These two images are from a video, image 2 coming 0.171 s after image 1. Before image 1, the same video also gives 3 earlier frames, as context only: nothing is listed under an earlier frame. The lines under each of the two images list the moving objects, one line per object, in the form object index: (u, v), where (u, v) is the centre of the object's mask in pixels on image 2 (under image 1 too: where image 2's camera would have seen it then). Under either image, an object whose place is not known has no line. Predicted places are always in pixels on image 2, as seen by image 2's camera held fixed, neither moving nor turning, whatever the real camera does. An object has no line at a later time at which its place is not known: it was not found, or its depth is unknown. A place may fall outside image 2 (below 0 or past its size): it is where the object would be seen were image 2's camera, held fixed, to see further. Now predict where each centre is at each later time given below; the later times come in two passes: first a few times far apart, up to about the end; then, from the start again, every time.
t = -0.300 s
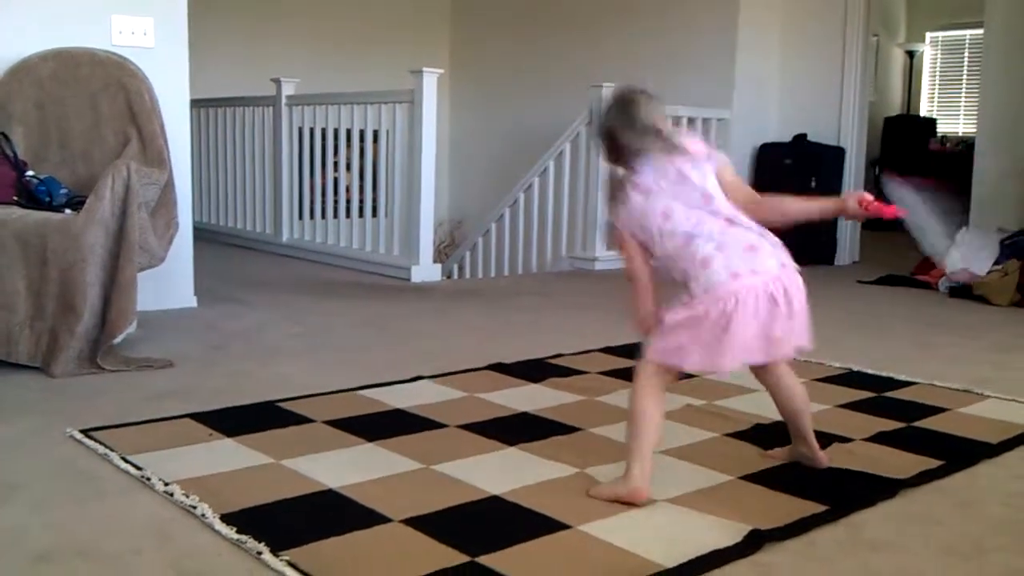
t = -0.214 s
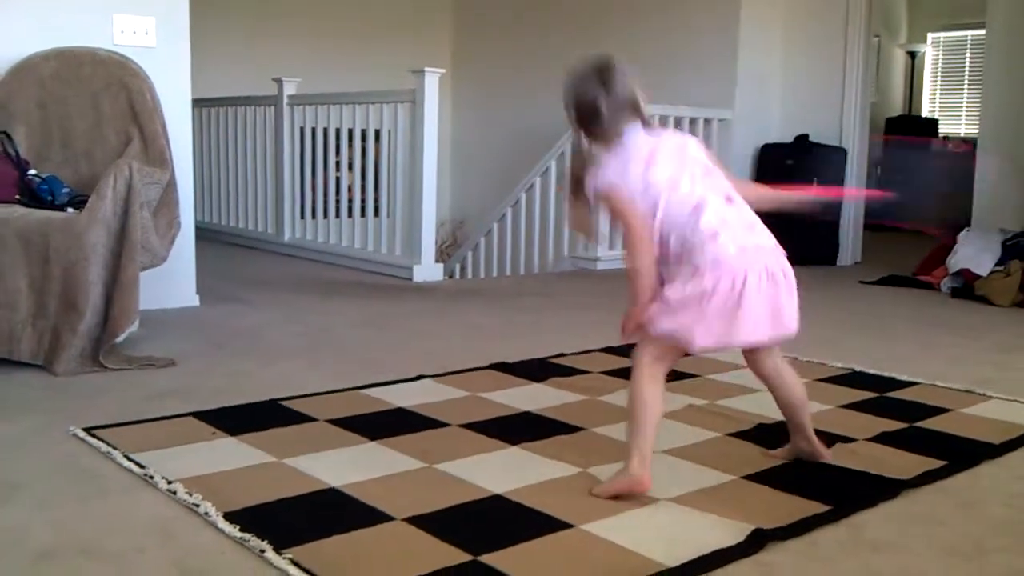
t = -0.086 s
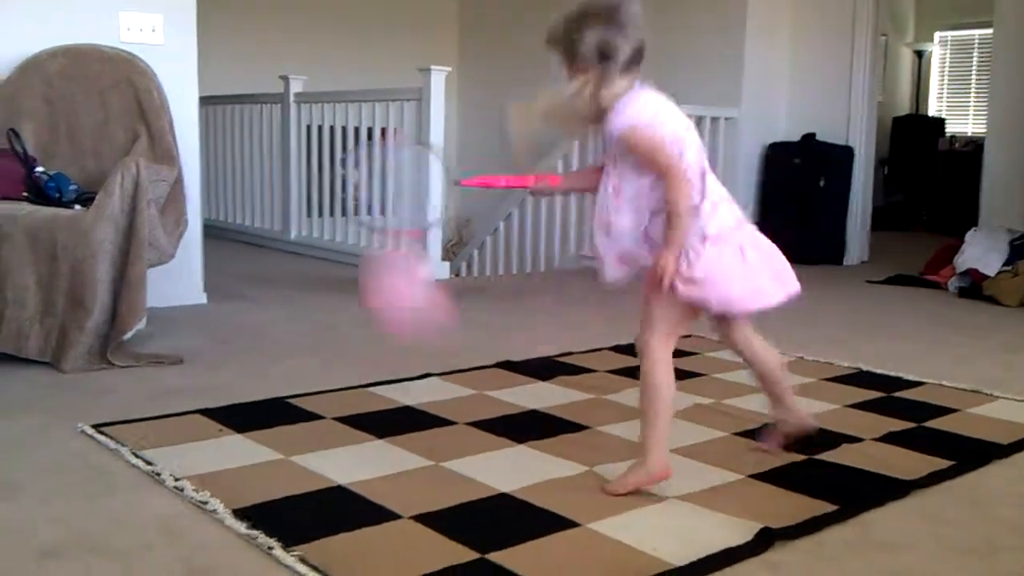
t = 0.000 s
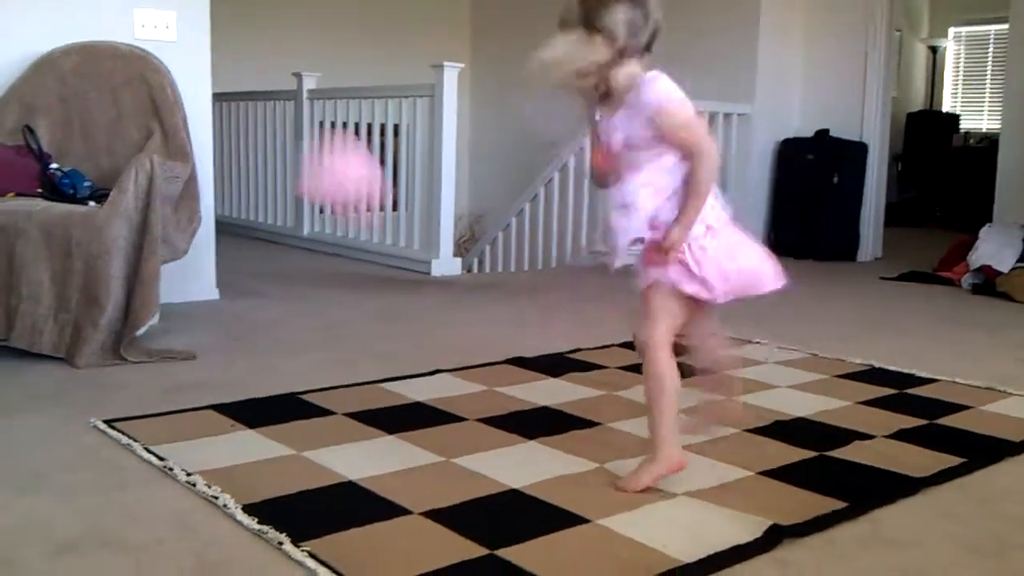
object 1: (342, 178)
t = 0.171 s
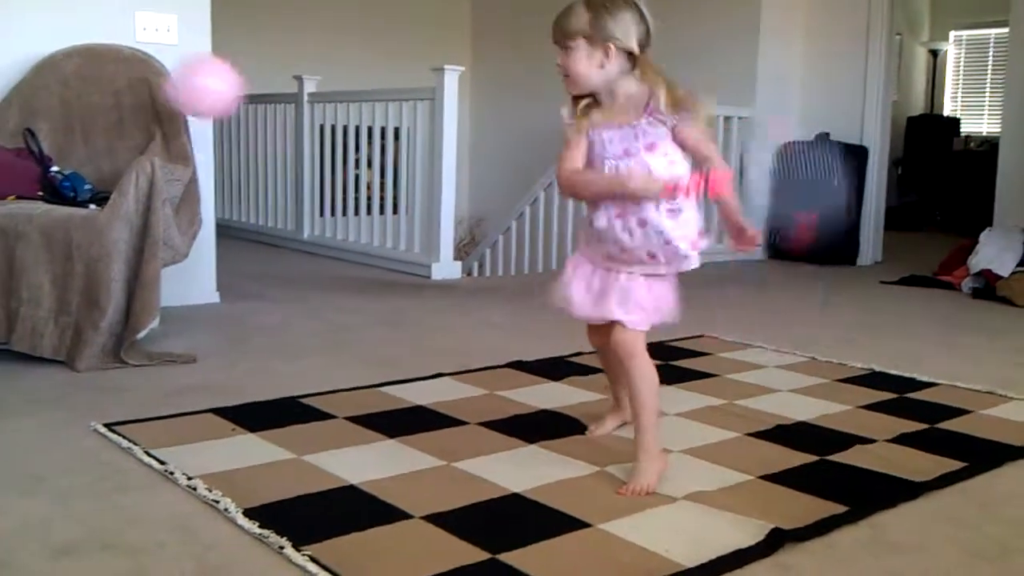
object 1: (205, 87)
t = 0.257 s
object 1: (161, 80)
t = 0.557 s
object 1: (76, 126)
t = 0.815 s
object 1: (61, 128)
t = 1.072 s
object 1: (61, 132)
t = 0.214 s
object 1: (182, 82)
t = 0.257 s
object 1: (161, 80)
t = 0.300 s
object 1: (143, 82)
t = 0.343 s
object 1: (131, 86)
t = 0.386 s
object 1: (117, 91)
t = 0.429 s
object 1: (105, 97)
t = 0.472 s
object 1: (95, 107)
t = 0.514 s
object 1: (86, 116)
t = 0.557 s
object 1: (76, 126)
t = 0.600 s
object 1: (68, 136)
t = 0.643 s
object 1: (68, 138)
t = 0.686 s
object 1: (70, 136)
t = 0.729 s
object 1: (68, 132)
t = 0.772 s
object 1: (64, 129)
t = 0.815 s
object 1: (61, 128)
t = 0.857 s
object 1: (58, 128)
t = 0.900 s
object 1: (58, 127)
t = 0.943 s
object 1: (58, 128)
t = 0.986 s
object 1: (58, 129)
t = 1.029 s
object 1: (59, 130)
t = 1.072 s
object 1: (61, 132)
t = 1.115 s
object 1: (62, 136)
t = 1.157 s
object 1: (64, 139)
